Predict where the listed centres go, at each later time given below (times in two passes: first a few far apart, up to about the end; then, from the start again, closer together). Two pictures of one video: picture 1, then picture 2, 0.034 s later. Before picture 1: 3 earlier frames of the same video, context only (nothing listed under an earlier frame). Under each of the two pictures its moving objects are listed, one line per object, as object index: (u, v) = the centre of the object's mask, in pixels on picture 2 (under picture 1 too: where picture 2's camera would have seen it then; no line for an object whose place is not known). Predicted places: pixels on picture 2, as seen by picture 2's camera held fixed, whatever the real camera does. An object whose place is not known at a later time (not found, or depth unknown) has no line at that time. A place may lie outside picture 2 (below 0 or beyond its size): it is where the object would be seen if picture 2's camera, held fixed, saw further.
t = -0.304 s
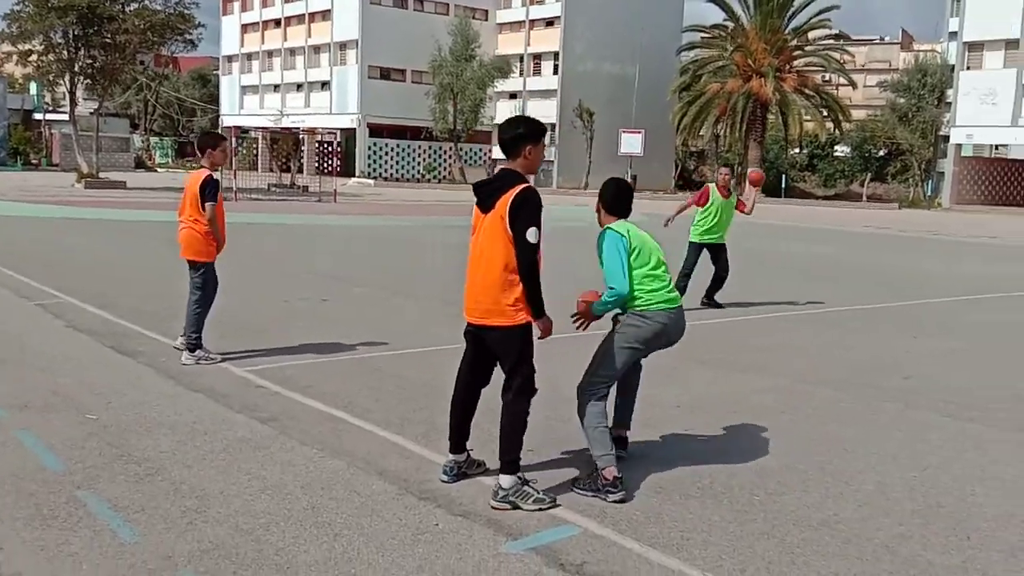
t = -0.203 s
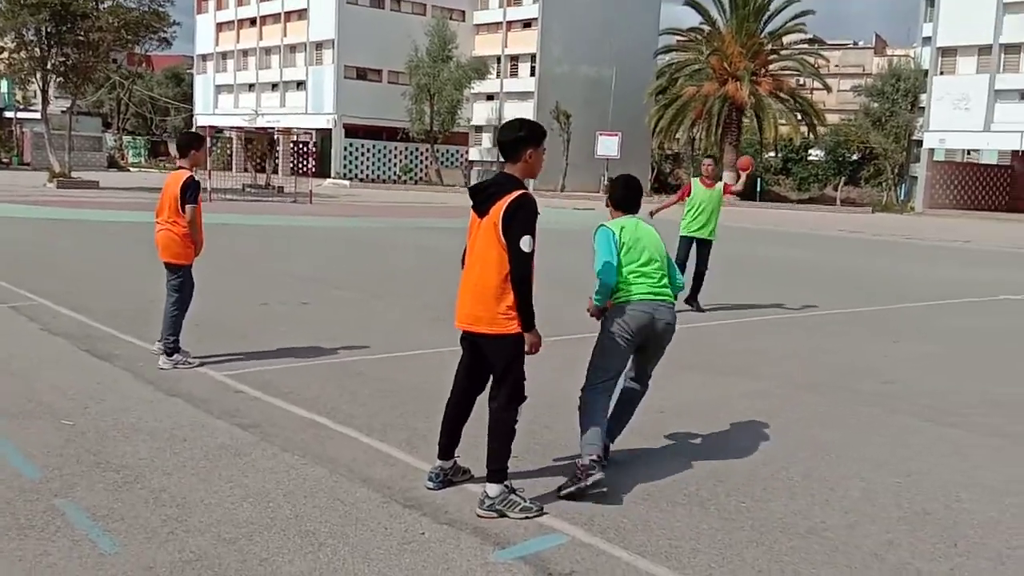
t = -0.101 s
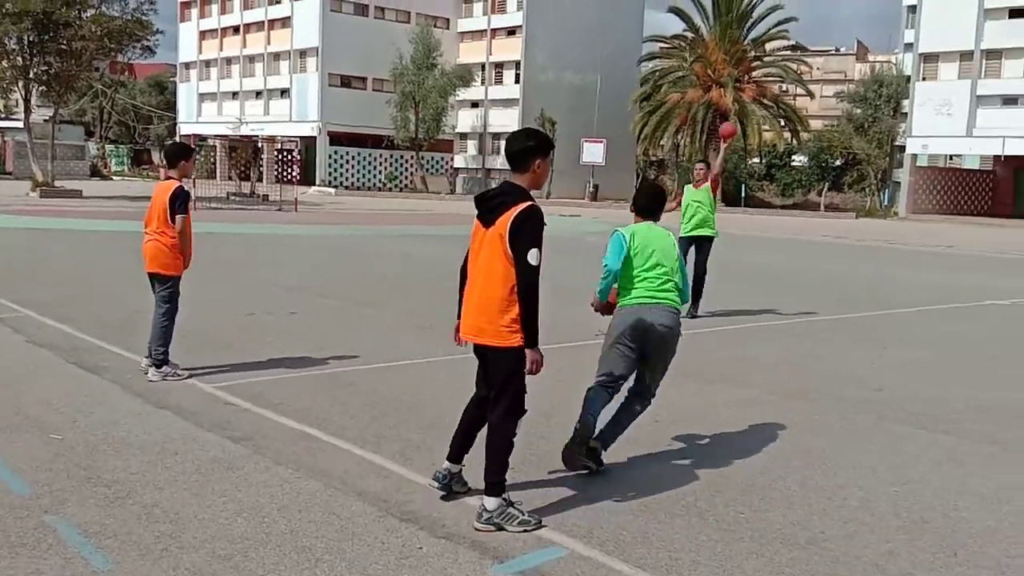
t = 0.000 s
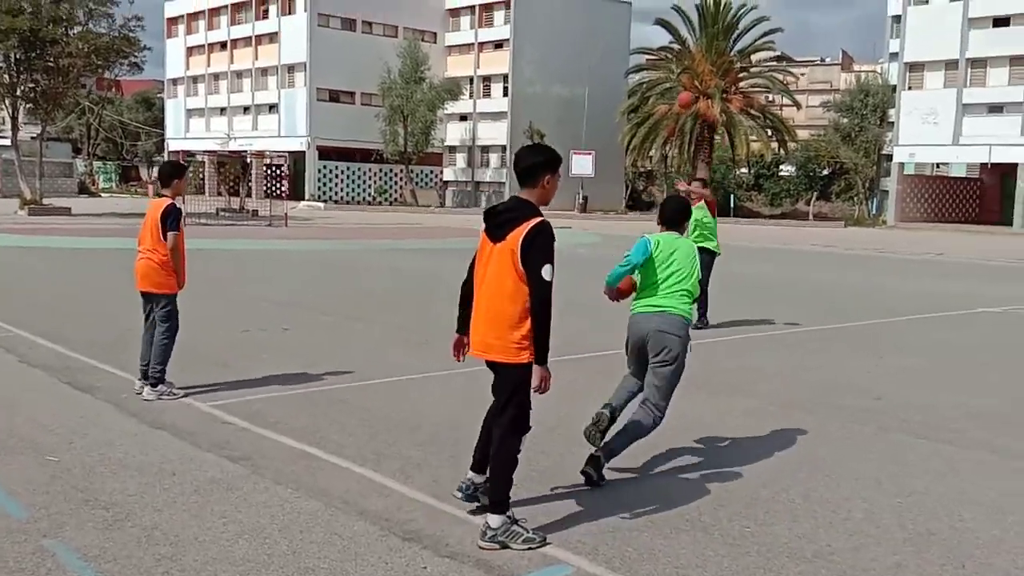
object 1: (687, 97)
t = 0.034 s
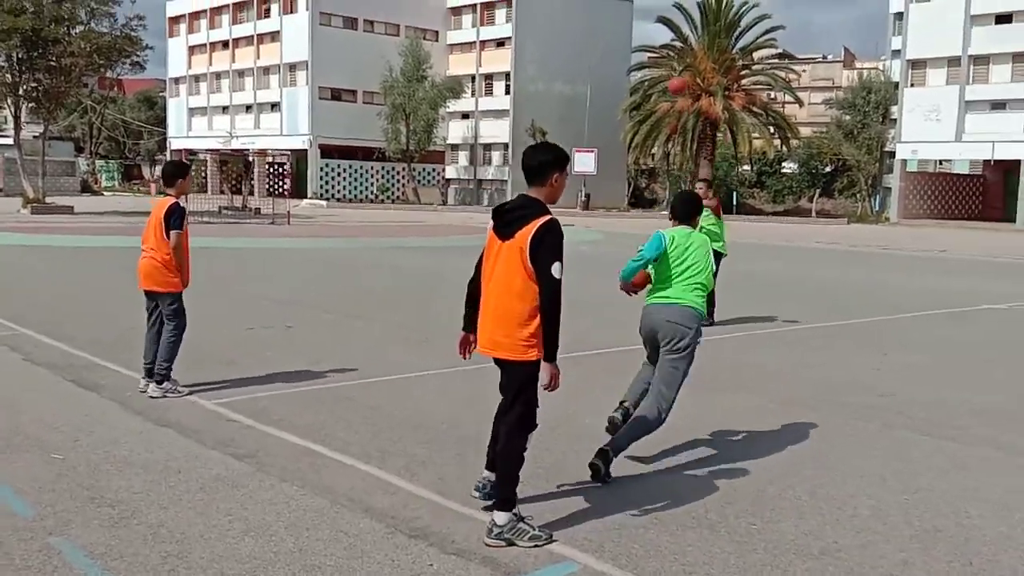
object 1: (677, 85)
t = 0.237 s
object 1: (607, 35)
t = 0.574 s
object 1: (463, 54)
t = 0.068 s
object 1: (666, 75)
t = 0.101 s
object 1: (654, 64)
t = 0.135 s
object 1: (643, 55)
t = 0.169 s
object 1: (632, 48)
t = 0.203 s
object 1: (619, 41)
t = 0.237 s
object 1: (607, 35)
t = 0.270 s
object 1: (594, 32)
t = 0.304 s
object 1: (580, 28)
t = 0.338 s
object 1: (566, 29)
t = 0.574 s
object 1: (463, 54)
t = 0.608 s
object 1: (446, 61)
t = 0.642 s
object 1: (428, 74)
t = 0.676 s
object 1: (410, 89)
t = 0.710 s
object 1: (391, 106)
